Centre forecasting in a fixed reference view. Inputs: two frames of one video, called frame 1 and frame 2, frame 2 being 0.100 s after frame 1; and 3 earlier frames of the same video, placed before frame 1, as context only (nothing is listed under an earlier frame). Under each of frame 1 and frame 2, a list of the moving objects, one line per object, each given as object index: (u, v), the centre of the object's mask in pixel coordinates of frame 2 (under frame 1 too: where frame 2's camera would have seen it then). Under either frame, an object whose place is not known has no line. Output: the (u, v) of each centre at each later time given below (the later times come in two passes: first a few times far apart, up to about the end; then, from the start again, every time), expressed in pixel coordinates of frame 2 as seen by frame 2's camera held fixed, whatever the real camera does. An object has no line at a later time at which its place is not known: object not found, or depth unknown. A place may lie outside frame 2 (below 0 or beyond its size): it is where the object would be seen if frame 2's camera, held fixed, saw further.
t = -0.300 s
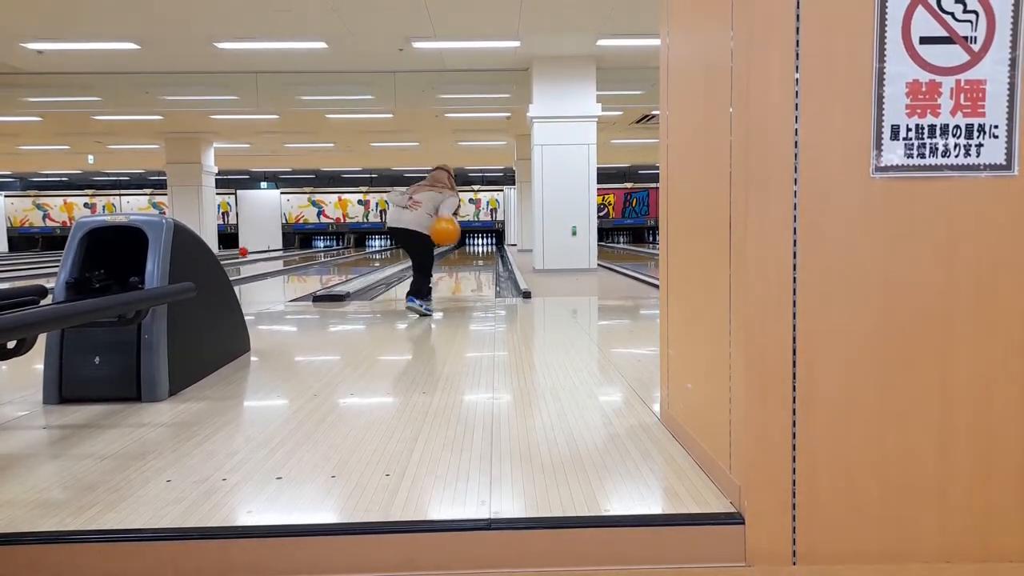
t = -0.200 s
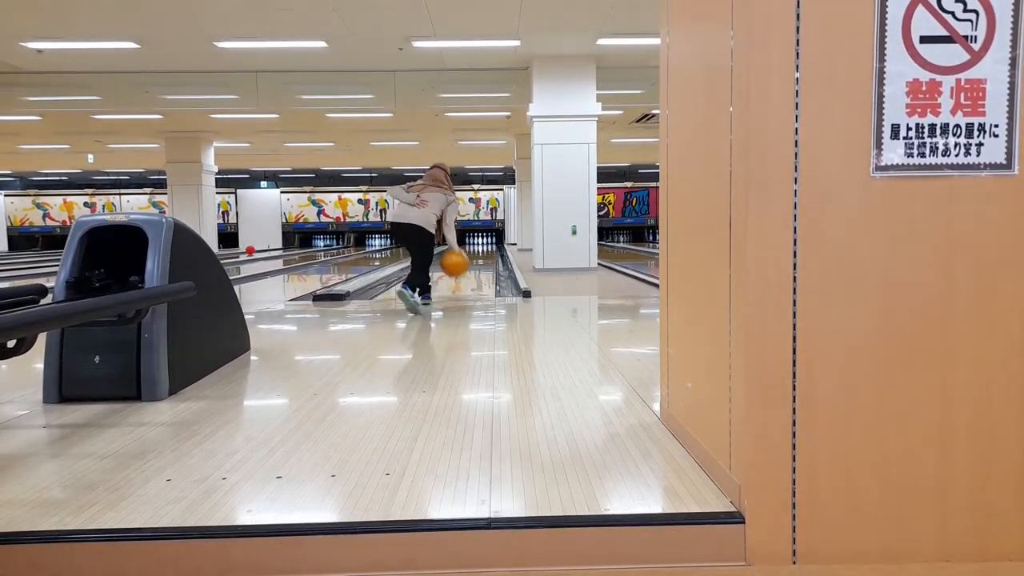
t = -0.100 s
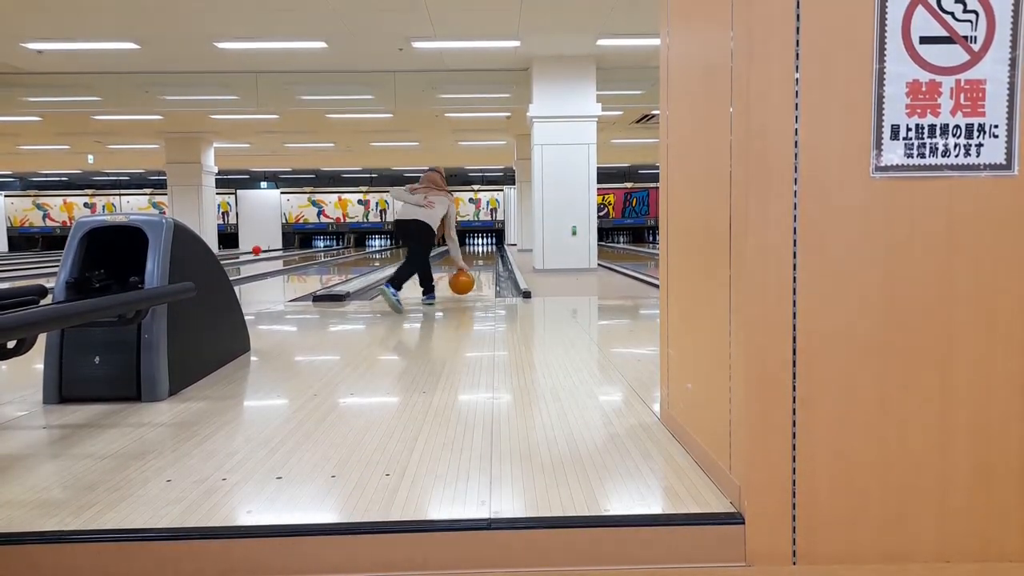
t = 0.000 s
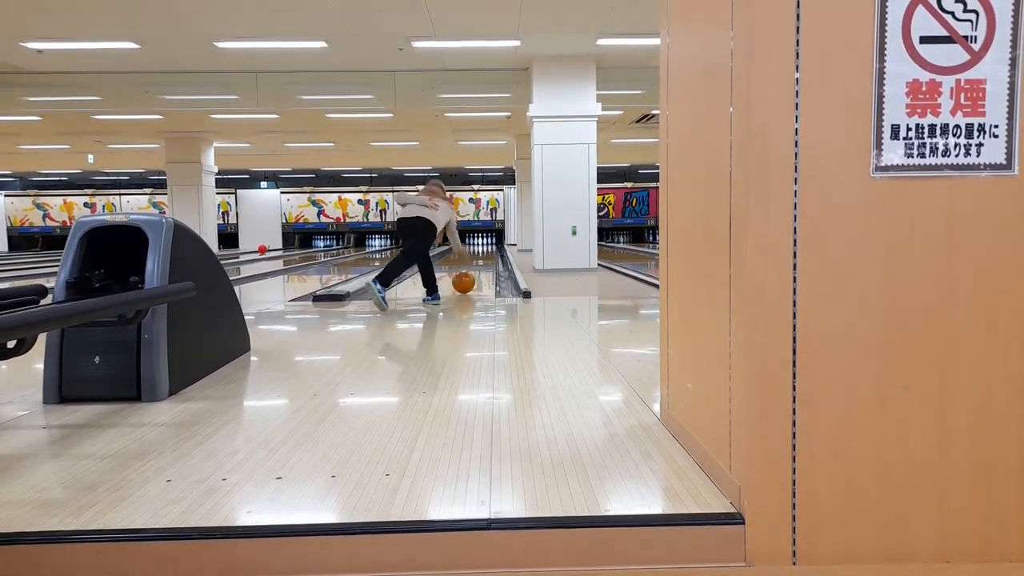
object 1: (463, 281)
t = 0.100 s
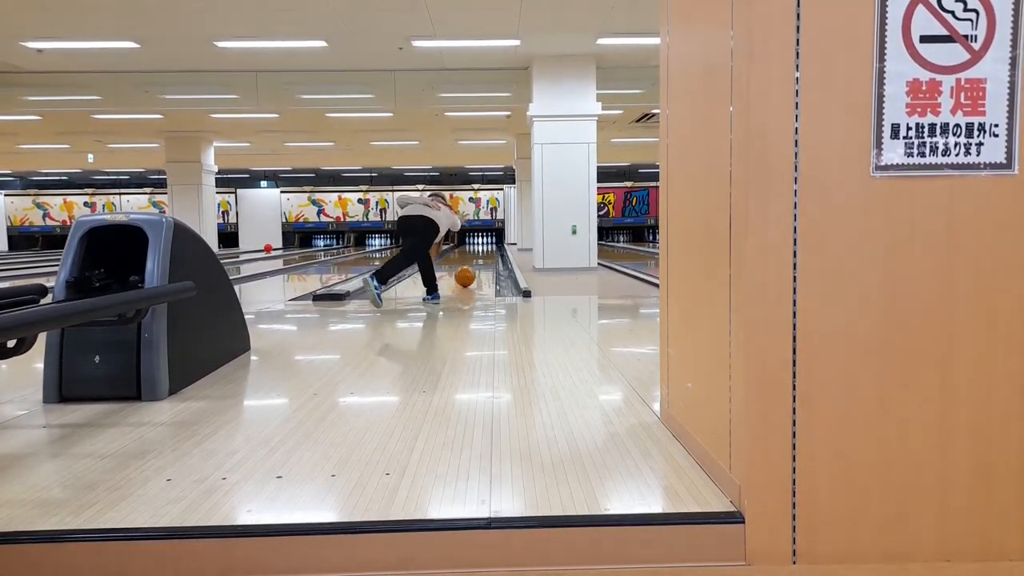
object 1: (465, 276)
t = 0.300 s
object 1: (466, 269)
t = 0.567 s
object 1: (467, 261)
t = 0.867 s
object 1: (469, 256)
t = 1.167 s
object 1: (469, 253)
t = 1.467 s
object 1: (470, 250)
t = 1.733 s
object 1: (470, 247)
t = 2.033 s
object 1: (470, 246)
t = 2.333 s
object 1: (471, 244)
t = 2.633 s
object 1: (470, 242)
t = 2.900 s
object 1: (470, 242)
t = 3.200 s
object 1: (467, 240)
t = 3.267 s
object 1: (466, 241)
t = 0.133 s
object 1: (465, 275)
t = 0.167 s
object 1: (465, 273)
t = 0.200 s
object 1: (465, 272)
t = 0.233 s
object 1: (466, 271)
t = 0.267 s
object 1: (466, 270)
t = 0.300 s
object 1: (466, 269)
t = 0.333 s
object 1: (466, 268)
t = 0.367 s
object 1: (466, 267)
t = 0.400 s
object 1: (467, 265)
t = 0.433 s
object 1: (467, 265)
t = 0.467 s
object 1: (467, 264)
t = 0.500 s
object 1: (467, 263)
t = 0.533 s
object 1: (468, 262)
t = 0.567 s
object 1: (467, 261)
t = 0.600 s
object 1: (468, 260)
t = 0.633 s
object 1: (468, 260)
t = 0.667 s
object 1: (468, 259)
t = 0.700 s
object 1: (468, 259)
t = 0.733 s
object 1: (469, 258)
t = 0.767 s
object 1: (469, 257)
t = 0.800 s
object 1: (469, 257)
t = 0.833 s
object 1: (469, 256)
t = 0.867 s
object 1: (469, 256)
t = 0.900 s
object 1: (469, 256)
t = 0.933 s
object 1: (469, 255)
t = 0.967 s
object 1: (469, 255)
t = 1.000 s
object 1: (469, 254)
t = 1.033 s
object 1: (469, 254)
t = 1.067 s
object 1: (469, 253)
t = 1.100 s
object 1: (469, 253)
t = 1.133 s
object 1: (469, 253)
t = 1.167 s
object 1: (469, 253)
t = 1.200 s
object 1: (469, 252)
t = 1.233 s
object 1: (469, 252)
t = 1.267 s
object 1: (469, 252)
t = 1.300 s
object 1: (469, 251)
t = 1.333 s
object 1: (469, 251)
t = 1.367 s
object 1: (469, 251)
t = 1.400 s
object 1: (470, 250)
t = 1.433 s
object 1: (470, 250)
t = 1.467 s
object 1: (470, 250)
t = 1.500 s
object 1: (470, 249)
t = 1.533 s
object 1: (470, 249)
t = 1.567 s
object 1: (470, 249)
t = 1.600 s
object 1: (470, 248)
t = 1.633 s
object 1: (470, 248)
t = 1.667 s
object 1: (470, 248)
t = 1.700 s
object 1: (470, 248)
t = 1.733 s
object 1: (470, 247)
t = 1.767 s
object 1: (470, 247)
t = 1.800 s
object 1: (470, 247)
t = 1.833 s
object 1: (470, 247)
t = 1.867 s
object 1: (470, 247)
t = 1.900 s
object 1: (470, 246)
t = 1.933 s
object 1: (470, 246)
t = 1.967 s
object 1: (470, 246)
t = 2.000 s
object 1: (470, 246)
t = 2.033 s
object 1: (470, 246)
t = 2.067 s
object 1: (470, 246)
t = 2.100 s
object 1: (470, 246)
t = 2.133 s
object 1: (470, 245)
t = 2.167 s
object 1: (470, 245)
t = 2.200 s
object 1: (471, 245)
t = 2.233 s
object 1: (470, 245)
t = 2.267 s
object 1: (471, 244)
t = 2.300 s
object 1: (471, 244)
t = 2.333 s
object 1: (471, 244)
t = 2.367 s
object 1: (471, 244)
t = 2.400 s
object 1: (471, 244)
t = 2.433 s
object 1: (471, 243)
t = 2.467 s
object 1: (470, 243)
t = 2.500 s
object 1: (471, 243)
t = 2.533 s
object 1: (471, 243)
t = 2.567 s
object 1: (470, 243)
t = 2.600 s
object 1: (470, 243)
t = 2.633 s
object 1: (470, 242)
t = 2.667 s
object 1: (470, 242)
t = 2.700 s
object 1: (470, 242)
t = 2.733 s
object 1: (470, 242)
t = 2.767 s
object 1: (470, 242)
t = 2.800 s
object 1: (470, 242)
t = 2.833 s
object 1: (470, 242)
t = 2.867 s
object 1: (470, 241)
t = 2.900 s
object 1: (470, 242)
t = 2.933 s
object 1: (470, 241)
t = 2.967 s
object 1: (470, 241)
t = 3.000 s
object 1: (470, 241)
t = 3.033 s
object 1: (469, 241)
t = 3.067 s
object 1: (469, 241)
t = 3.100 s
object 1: (468, 241)
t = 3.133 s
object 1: (467, 240)
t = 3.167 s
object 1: (468, 240)
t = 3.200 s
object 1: (467, 240)
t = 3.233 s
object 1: (467, 241)
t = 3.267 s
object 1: (466, 241)
